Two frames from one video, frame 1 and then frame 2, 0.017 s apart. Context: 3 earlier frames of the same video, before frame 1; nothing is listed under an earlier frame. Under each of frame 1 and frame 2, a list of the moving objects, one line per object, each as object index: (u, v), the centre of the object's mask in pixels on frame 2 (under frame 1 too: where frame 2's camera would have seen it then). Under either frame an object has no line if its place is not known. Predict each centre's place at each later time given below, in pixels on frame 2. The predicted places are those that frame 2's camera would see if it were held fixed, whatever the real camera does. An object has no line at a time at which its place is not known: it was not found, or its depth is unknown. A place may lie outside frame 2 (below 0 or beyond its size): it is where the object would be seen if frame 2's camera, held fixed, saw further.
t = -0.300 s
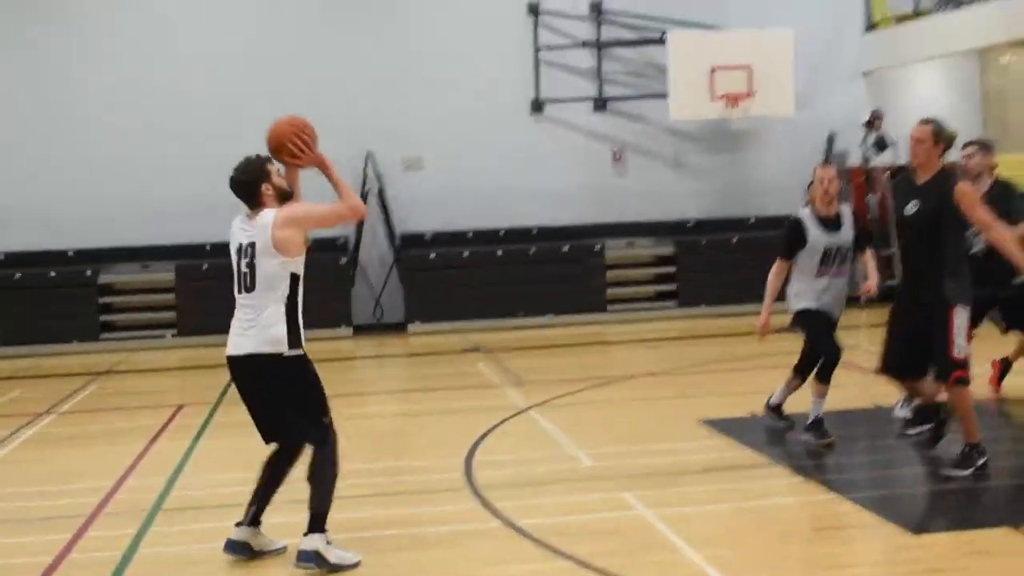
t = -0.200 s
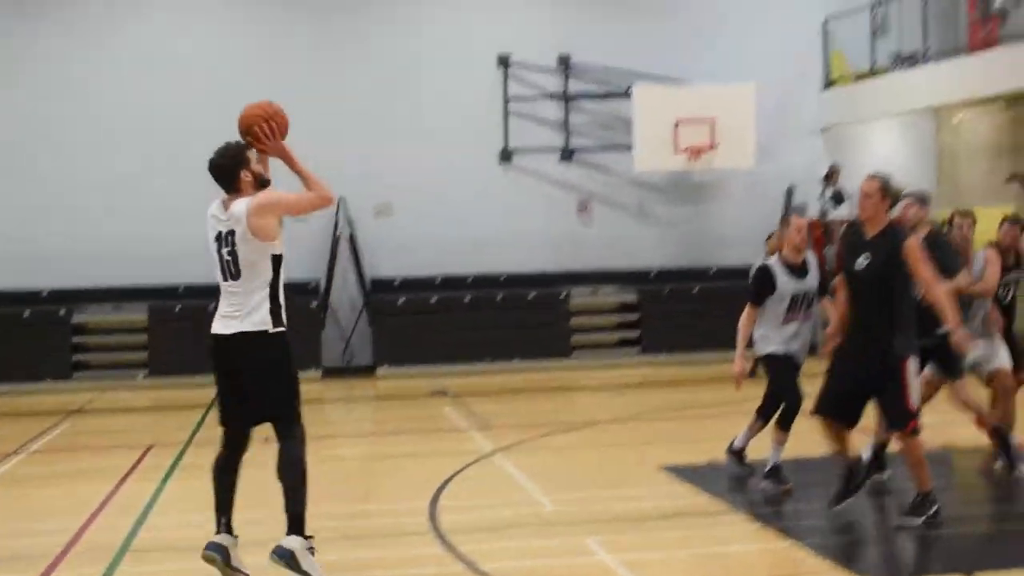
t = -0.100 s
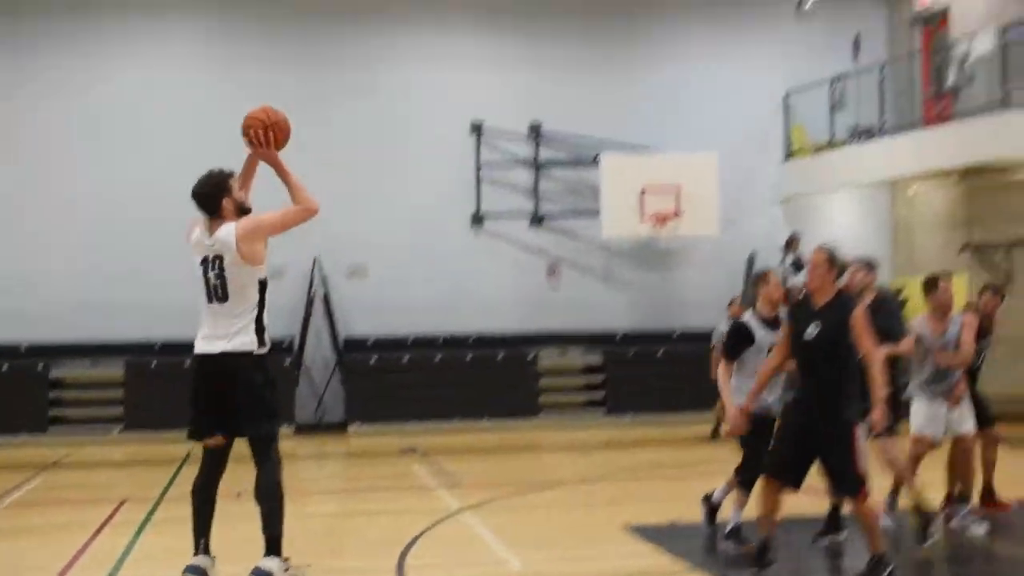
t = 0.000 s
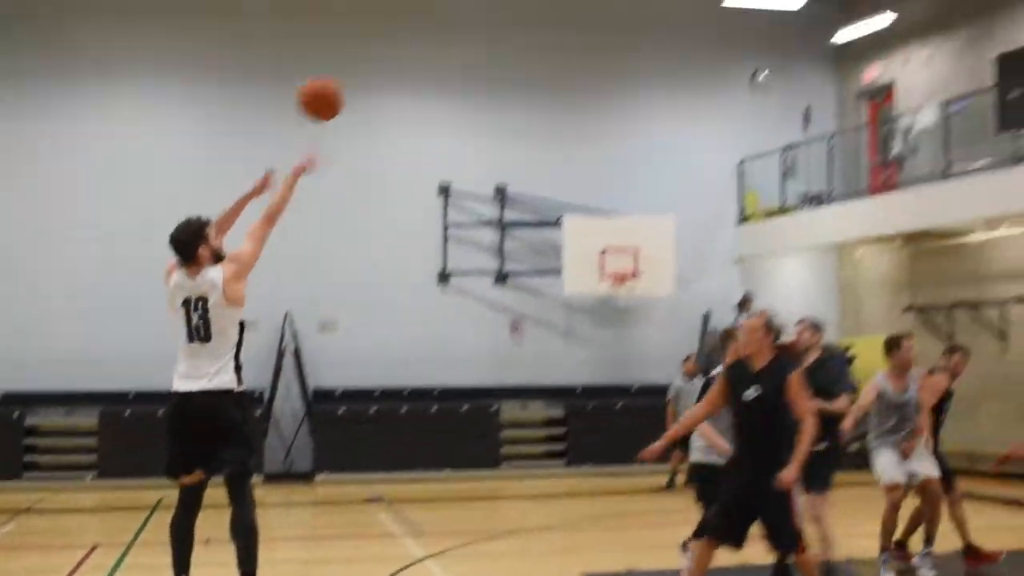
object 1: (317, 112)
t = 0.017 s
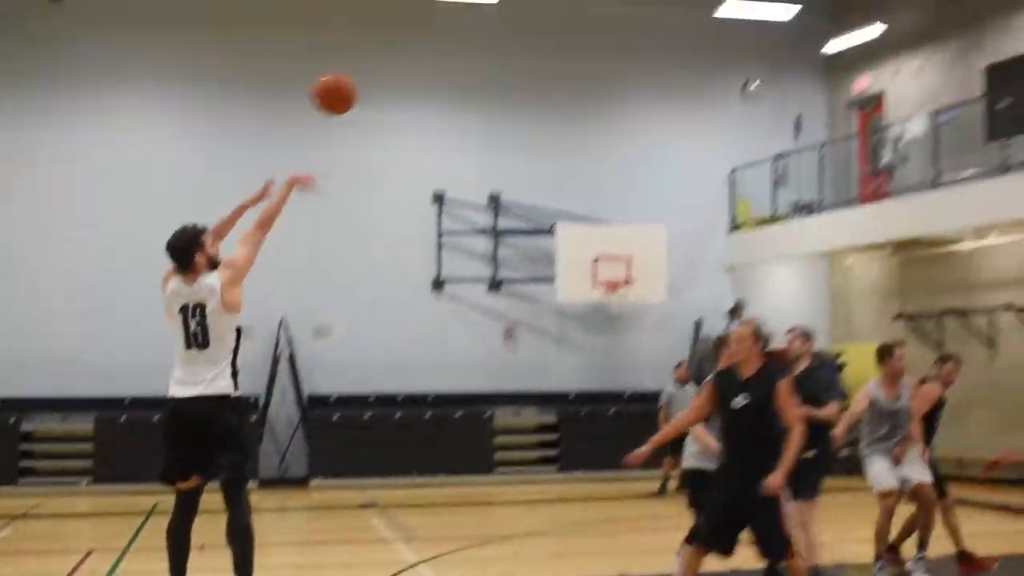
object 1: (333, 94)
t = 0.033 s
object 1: (352, 74)
